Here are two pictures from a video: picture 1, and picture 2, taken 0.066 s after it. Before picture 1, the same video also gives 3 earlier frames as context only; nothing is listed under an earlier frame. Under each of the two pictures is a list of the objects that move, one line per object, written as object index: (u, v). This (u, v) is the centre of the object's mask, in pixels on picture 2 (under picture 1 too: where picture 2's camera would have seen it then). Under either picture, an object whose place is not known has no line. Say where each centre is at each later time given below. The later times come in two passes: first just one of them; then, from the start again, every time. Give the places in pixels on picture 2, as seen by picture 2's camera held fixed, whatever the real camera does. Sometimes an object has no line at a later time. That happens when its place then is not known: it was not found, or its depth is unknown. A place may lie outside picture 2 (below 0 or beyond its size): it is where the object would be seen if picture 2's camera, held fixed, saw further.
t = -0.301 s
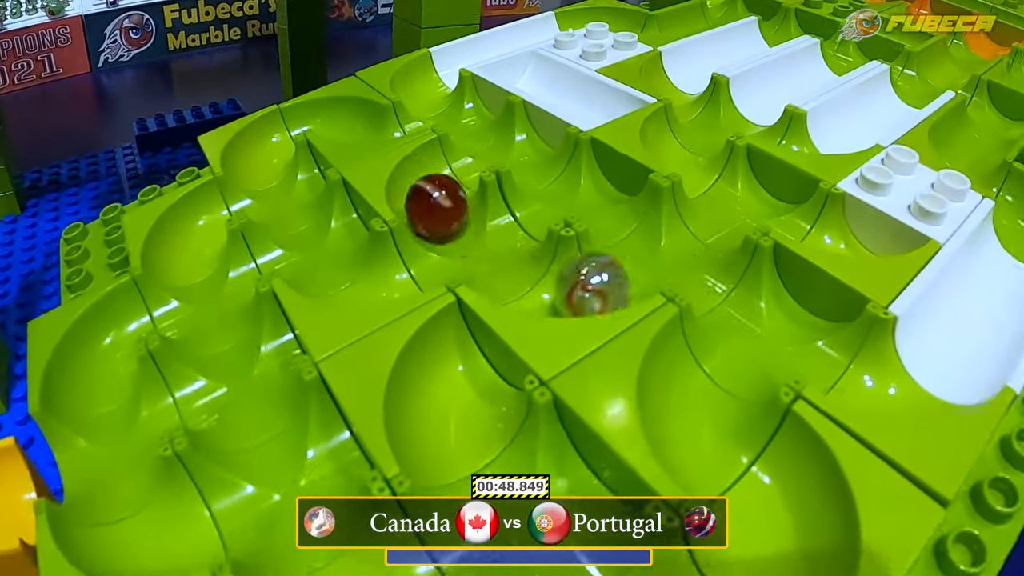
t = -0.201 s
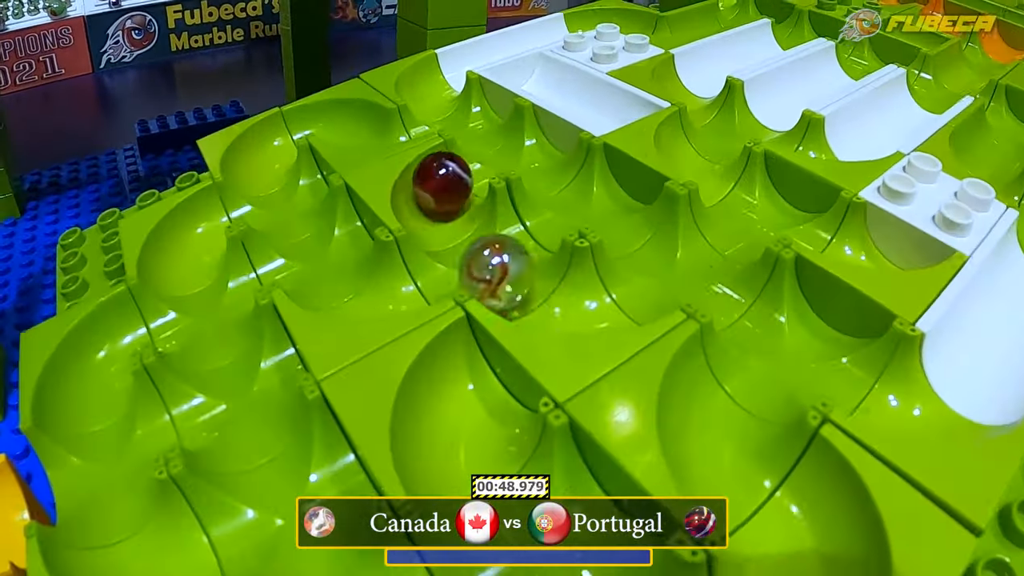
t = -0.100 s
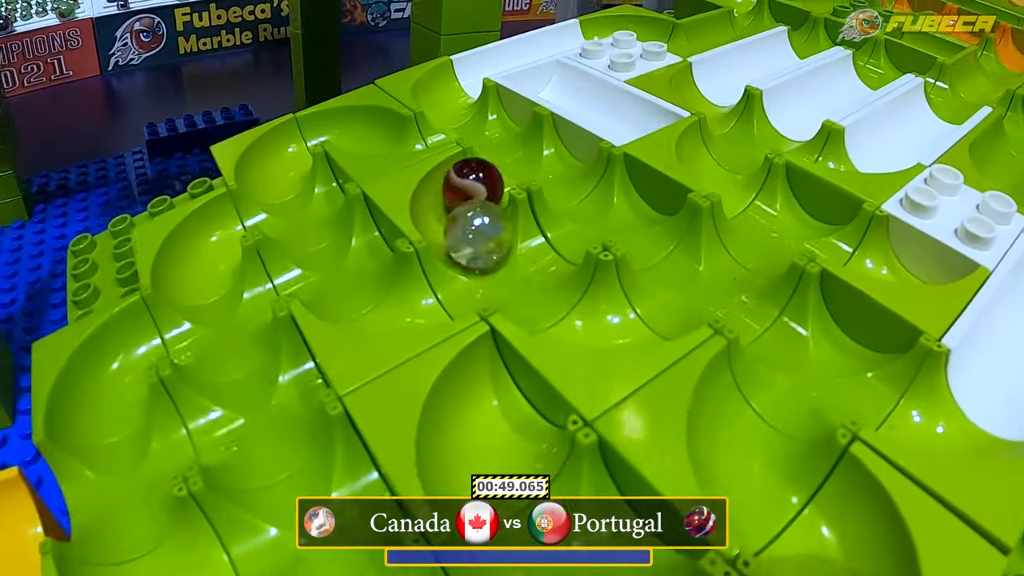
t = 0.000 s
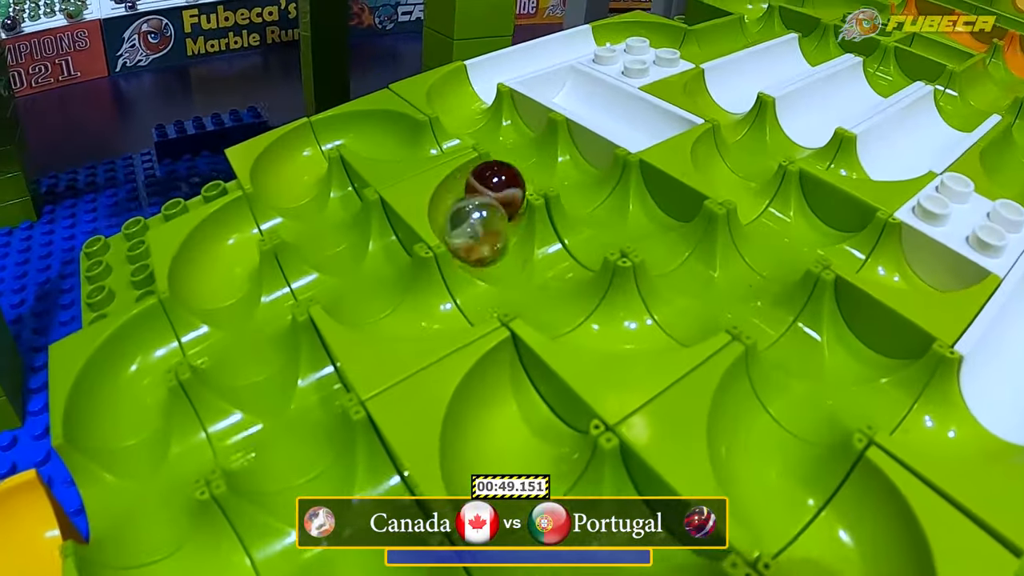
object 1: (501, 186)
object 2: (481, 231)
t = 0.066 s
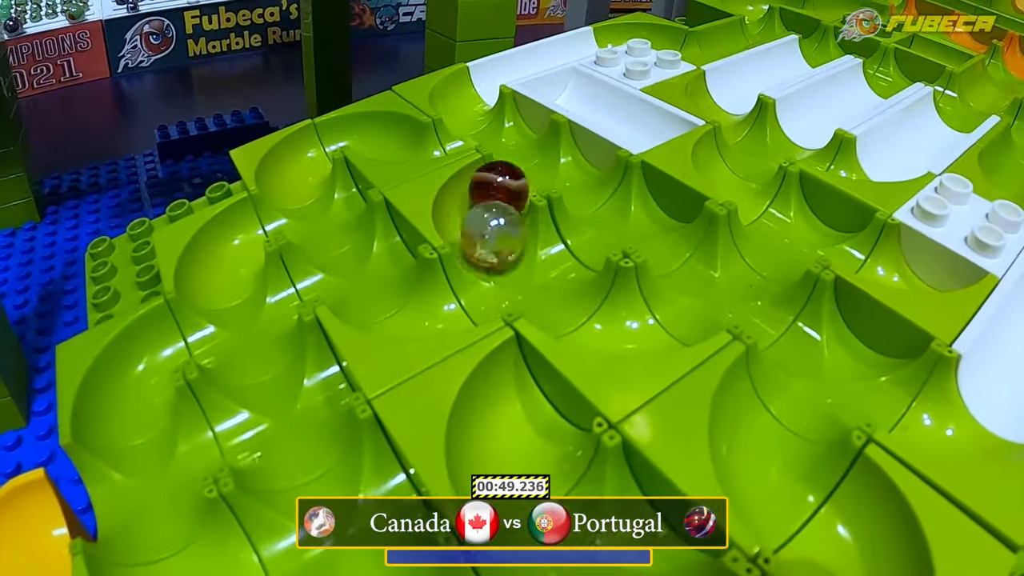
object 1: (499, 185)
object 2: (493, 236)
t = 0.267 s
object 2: (515, 274)
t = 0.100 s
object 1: (491, 186)
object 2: (488, 242)
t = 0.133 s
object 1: (487, 191)
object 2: (491, 246)
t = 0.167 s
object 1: (481, 201)
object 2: (504, 250)
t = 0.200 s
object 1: (474, 217)
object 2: (514, 252)
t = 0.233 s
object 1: (472, 224)
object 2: (516, 262)
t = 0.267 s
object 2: (515, 274)
